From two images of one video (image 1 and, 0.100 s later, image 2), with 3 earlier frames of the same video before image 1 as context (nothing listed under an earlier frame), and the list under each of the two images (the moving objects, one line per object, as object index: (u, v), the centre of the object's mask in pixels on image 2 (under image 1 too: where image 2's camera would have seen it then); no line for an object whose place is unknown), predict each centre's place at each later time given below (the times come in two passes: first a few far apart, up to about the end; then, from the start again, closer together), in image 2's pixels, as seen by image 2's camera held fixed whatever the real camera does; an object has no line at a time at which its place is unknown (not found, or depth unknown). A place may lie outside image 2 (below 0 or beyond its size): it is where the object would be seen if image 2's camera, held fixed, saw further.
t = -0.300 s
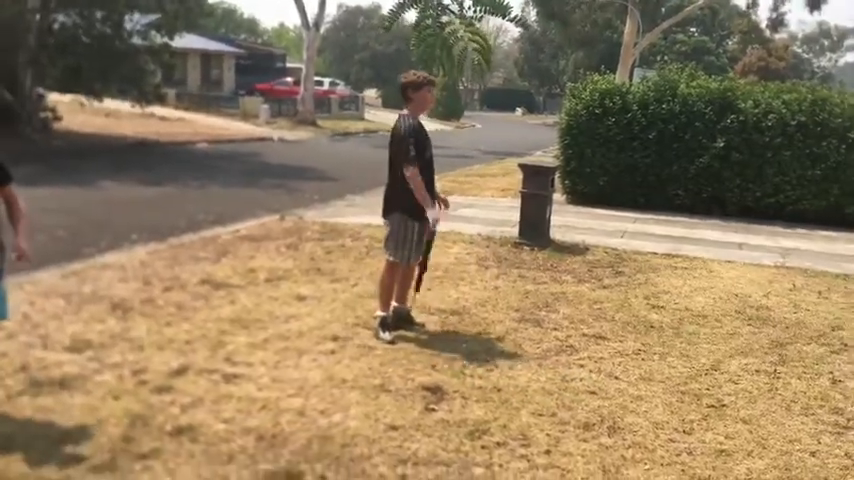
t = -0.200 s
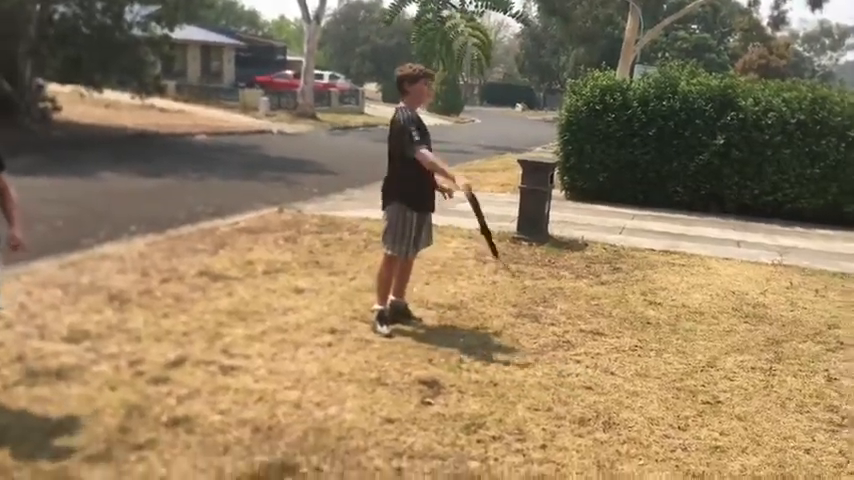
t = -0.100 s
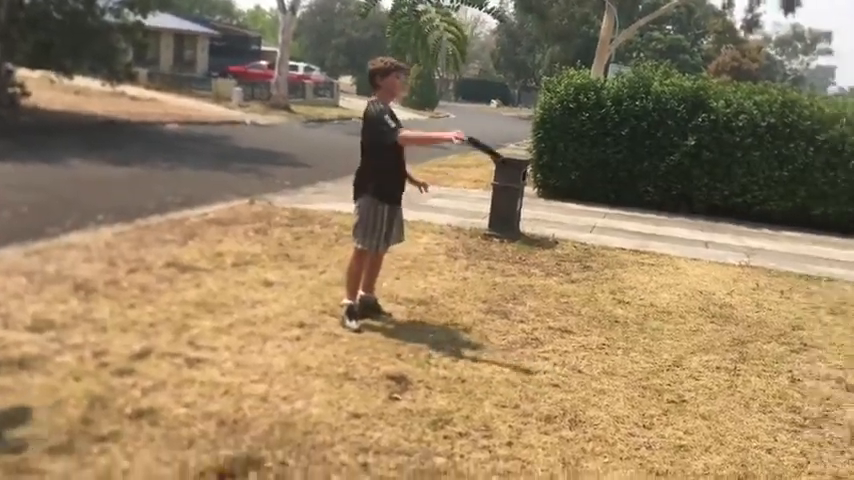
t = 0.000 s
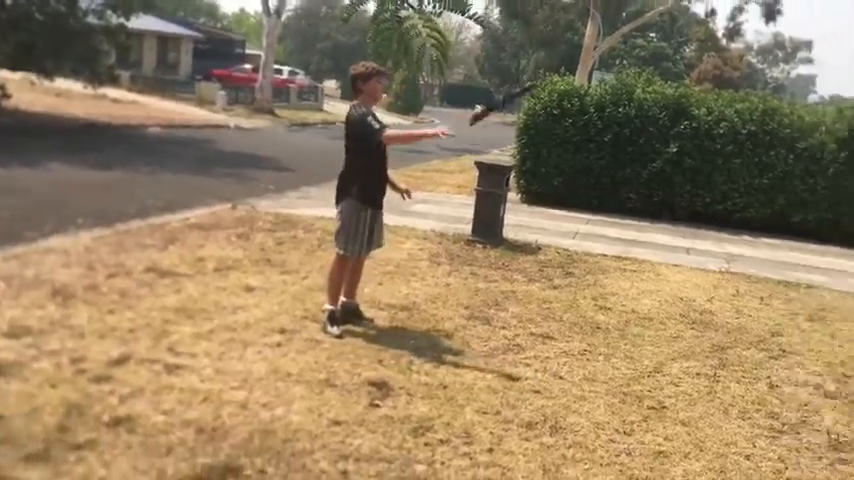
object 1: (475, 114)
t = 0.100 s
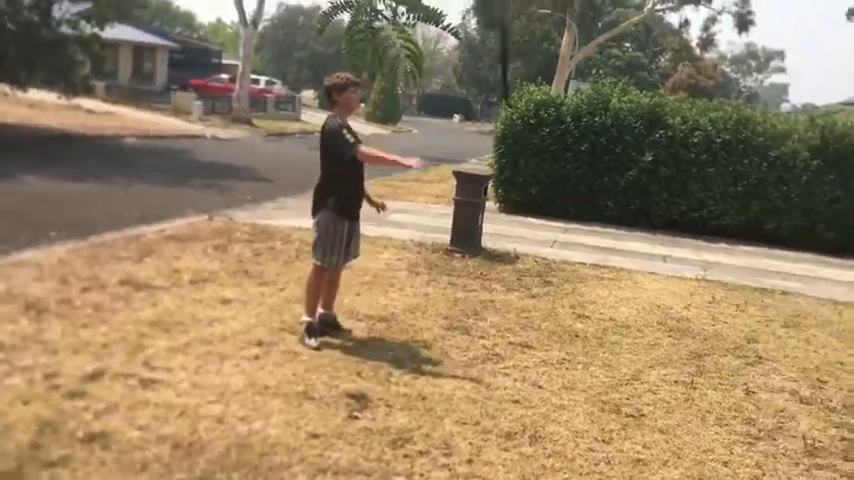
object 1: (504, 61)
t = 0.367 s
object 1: (550, 4)
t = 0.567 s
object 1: (580, 41)
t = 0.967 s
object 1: (598, 306)
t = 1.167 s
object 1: (557, 334)
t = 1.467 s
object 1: (507, 361)
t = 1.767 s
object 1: (526, 366)
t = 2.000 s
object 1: (527, 366)
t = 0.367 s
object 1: (550, 4)
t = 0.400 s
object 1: (561, -3)
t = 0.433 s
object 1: (565, -2)
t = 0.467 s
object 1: (560, 5)
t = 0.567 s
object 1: (580, 41)
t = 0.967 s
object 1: (598, 306)
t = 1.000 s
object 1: (596, 338)
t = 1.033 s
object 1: (590, 346)
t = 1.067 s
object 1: (582, 341)
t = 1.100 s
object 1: (574, 337)
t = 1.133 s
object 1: (566, 335)
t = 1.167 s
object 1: (557, 334)
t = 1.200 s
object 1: (549, 335)
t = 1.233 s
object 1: (540, 338)
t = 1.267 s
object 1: (532, 342)
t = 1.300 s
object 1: (524, 348)
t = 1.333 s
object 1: (515, 356)
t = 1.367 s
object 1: (508, 364)
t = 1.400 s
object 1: (500, 364)
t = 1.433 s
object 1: (522, 368)
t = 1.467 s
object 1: (507, 361)
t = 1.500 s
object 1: (508, 361)
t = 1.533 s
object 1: (523, 367)
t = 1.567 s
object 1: (512, 364)
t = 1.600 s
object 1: (508, 364)
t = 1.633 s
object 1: (527, 366)
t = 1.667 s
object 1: (510, 363)
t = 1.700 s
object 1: (526, 366)
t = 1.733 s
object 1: (527, 366)
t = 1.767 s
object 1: (526, 366)
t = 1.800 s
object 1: (526, 366)
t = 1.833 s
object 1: (527, 366)
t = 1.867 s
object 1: (527, 366)
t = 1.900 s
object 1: (526, 366)
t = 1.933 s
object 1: (527, 366)
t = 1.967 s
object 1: (527, 366)
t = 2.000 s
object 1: (527, 366)
